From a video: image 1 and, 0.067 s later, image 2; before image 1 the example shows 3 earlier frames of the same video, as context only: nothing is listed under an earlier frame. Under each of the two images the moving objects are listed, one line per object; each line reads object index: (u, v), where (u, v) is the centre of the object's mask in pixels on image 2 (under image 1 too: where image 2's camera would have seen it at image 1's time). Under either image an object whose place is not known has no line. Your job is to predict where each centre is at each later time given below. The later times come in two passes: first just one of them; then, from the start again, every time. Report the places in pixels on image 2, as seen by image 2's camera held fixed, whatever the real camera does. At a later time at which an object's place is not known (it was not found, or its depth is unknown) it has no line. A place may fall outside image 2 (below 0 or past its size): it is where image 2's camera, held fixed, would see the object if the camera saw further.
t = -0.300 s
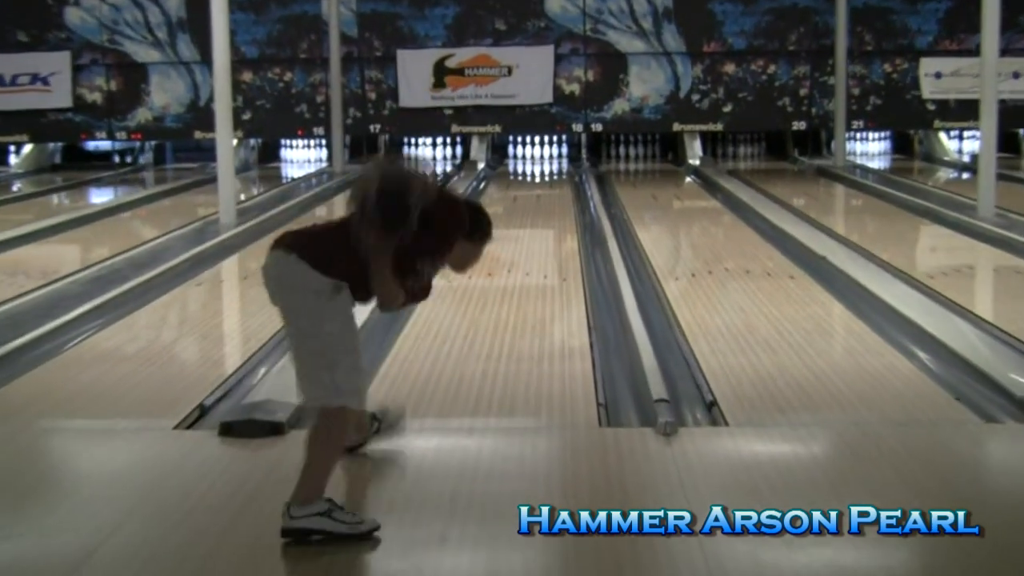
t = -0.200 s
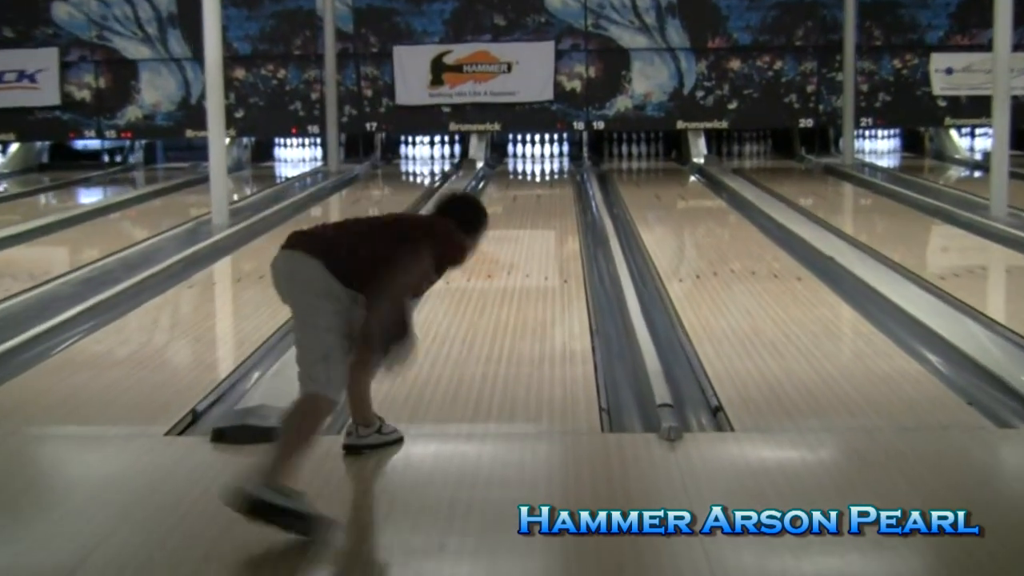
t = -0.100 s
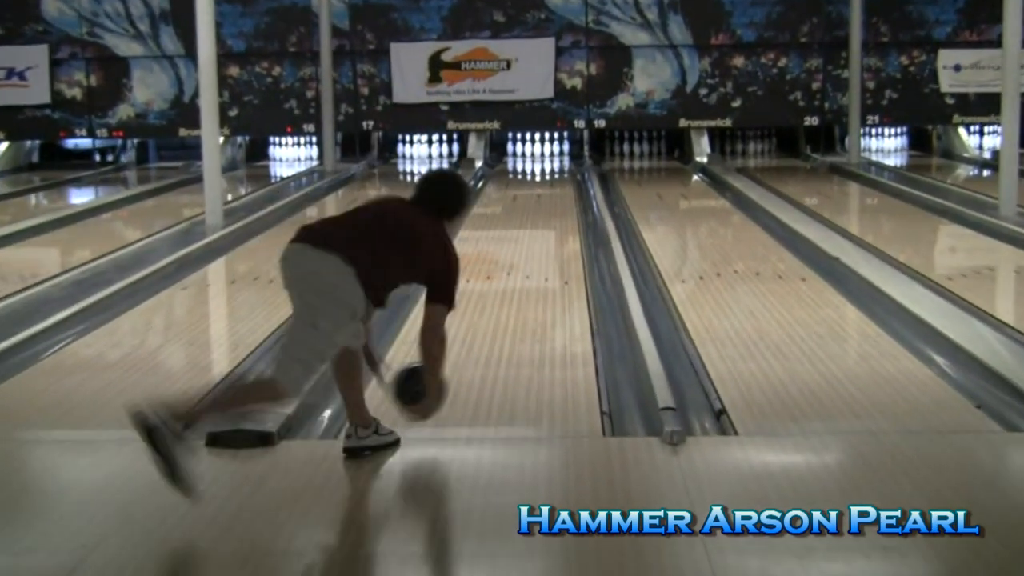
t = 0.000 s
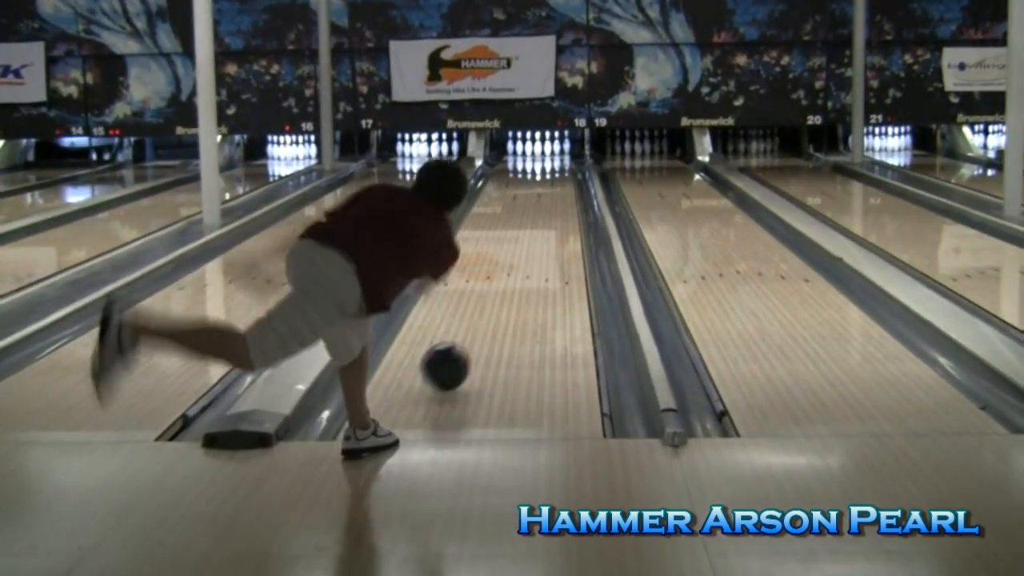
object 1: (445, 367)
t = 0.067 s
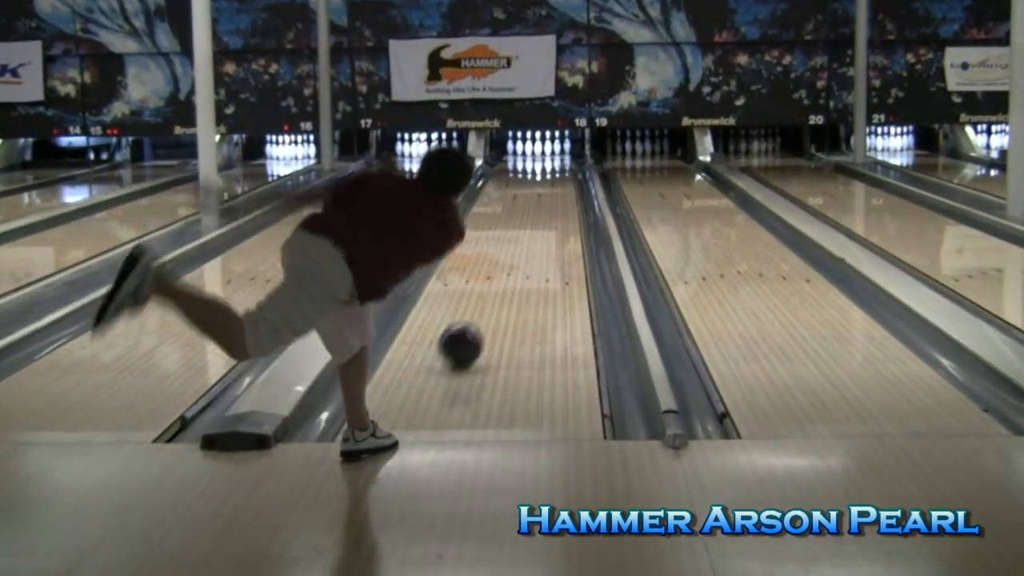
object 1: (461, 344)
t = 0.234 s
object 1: (489, 301)
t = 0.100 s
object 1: (467, 335)
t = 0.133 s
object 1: (474, 326)
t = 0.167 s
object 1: (479, 317)
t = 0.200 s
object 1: (484, 308)
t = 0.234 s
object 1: (489, 301)
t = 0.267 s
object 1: (494, 294)
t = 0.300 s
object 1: (498, 287)
